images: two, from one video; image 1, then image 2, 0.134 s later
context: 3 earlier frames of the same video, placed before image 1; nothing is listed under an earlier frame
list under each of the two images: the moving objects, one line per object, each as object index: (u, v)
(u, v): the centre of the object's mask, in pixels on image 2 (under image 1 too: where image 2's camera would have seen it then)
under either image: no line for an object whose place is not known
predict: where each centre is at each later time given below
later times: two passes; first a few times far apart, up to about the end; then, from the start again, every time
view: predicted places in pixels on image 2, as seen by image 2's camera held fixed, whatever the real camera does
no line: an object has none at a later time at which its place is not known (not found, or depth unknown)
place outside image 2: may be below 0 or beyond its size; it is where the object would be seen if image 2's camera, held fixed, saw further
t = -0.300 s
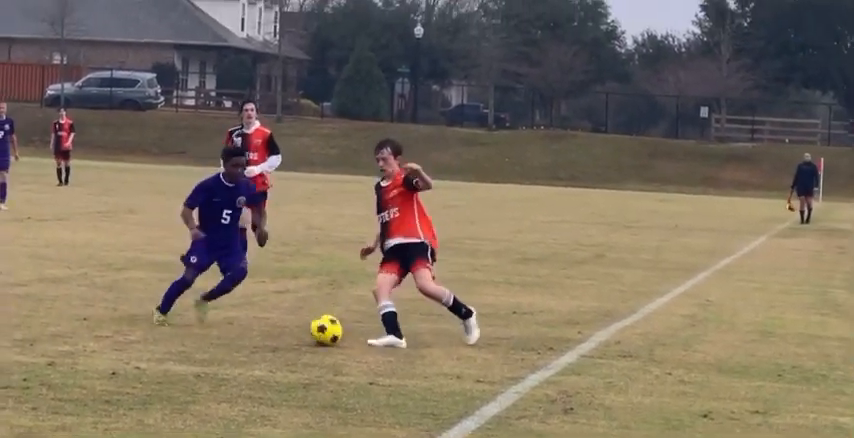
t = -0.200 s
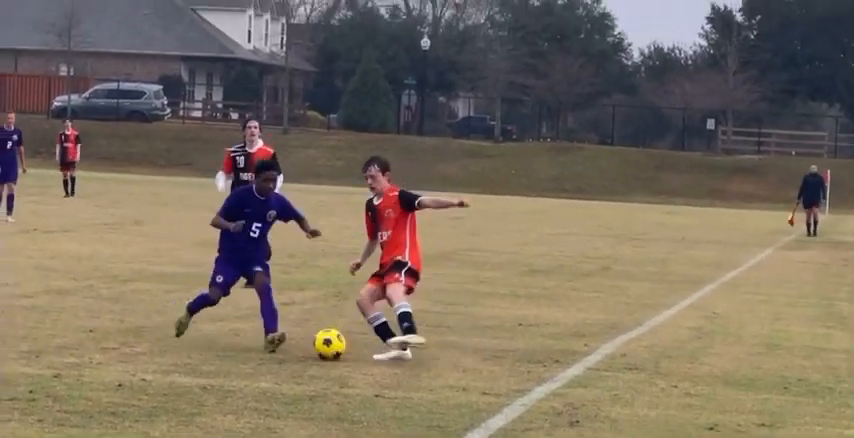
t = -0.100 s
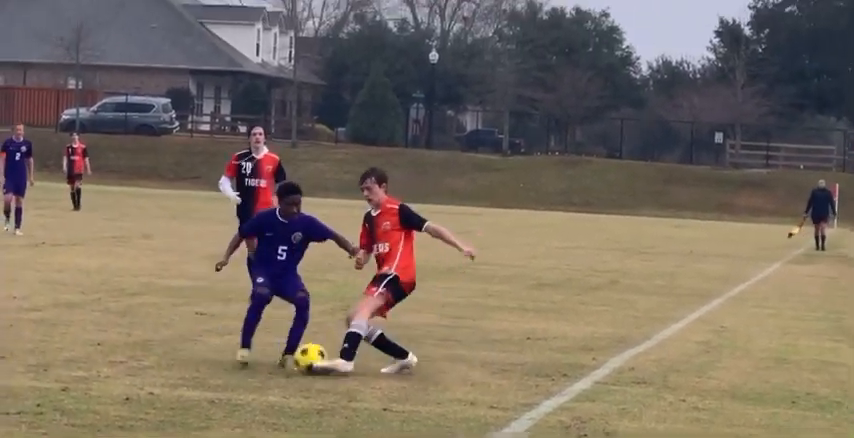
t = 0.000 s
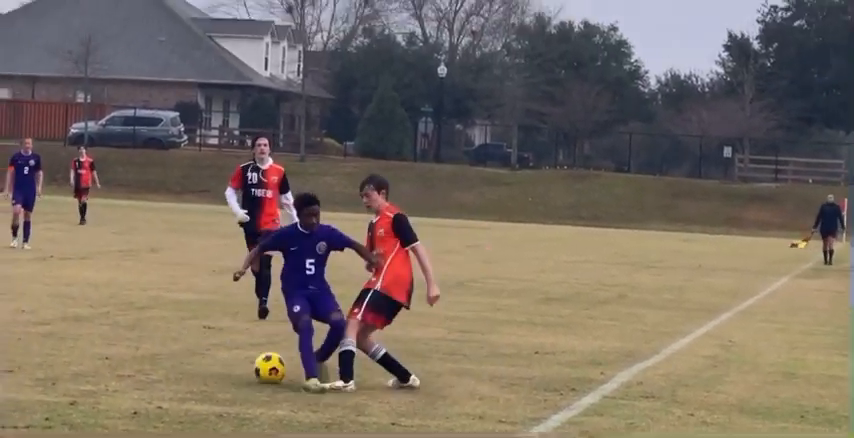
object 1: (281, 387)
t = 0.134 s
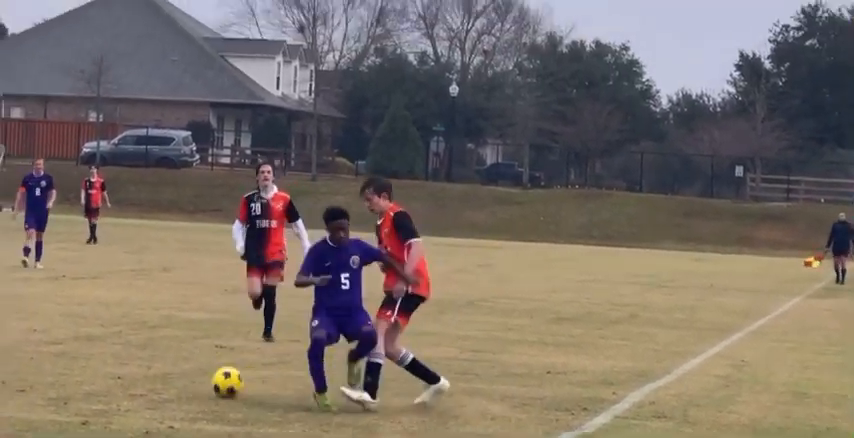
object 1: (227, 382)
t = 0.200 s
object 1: (202, 381)
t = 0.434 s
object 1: (128, 376)
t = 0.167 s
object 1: (215, 381)
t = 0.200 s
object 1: (202, 381)
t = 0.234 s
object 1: (190, 380)
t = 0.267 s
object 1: (179, 379)
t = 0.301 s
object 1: (169, 378)
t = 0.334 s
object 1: (159, 377)
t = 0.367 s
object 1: (148, 376)
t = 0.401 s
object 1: (138, 376)
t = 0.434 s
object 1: (128, 376)
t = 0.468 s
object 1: (119, 374)
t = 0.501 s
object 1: (113, 371)
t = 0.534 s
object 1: (103, 370)
